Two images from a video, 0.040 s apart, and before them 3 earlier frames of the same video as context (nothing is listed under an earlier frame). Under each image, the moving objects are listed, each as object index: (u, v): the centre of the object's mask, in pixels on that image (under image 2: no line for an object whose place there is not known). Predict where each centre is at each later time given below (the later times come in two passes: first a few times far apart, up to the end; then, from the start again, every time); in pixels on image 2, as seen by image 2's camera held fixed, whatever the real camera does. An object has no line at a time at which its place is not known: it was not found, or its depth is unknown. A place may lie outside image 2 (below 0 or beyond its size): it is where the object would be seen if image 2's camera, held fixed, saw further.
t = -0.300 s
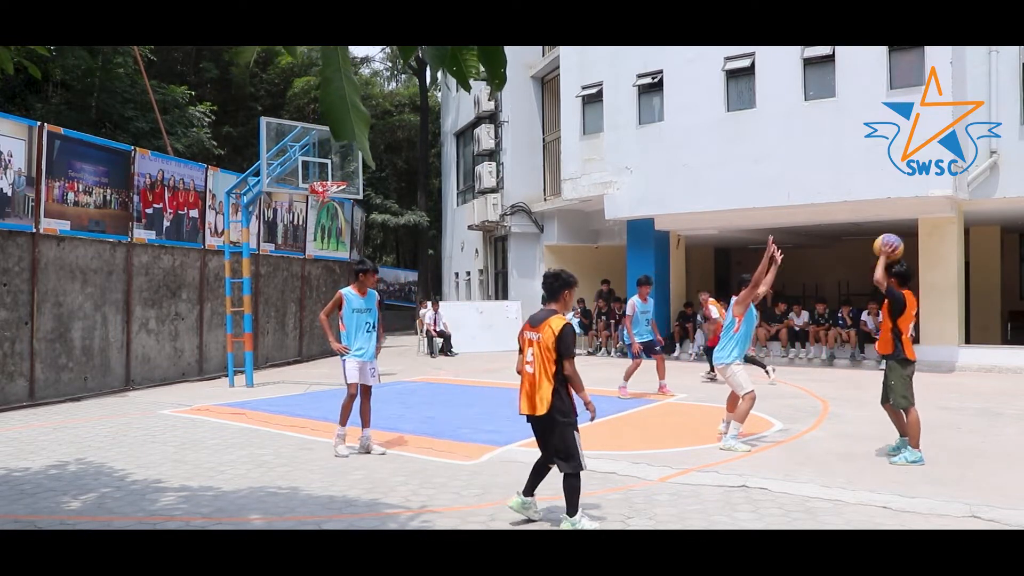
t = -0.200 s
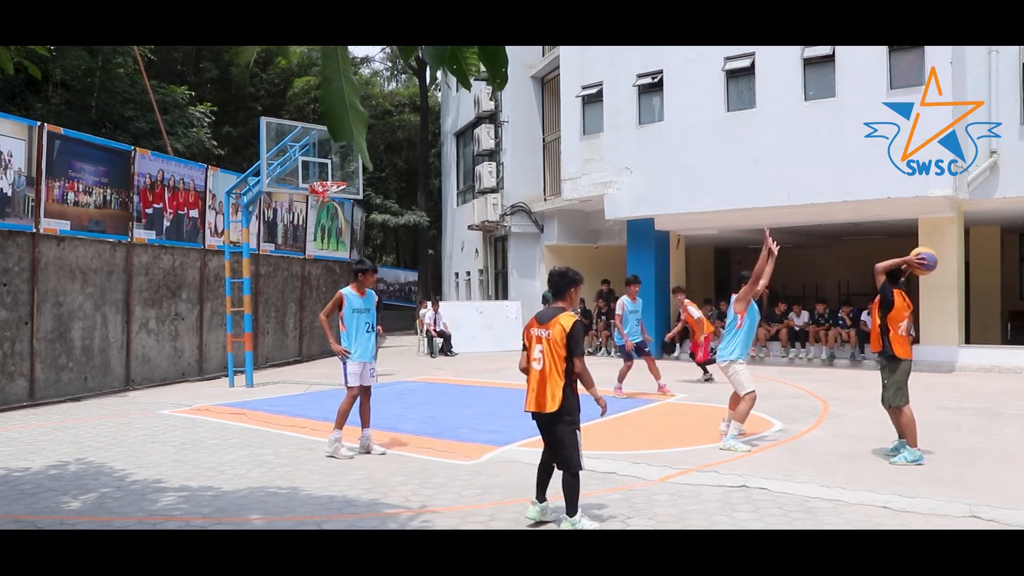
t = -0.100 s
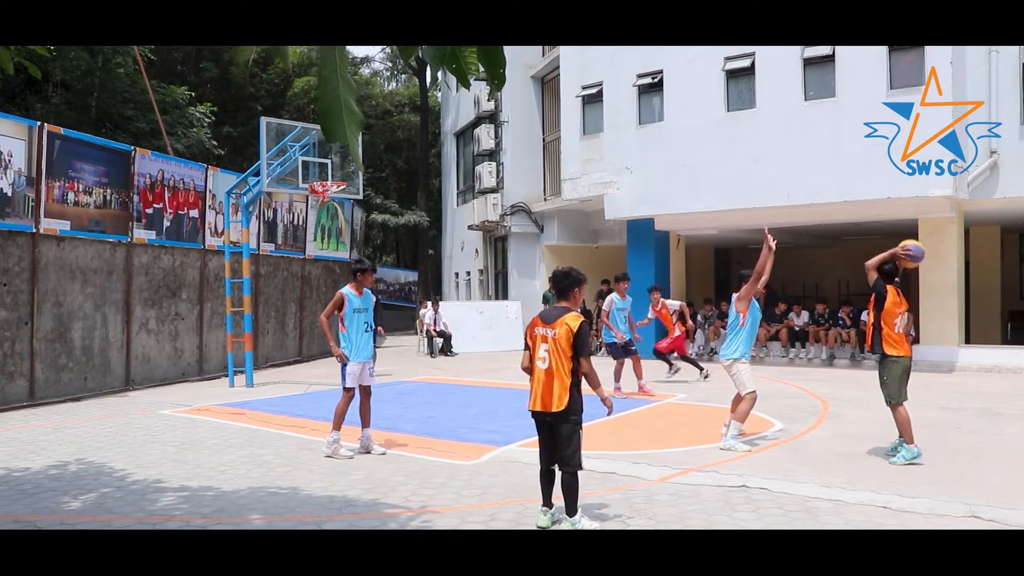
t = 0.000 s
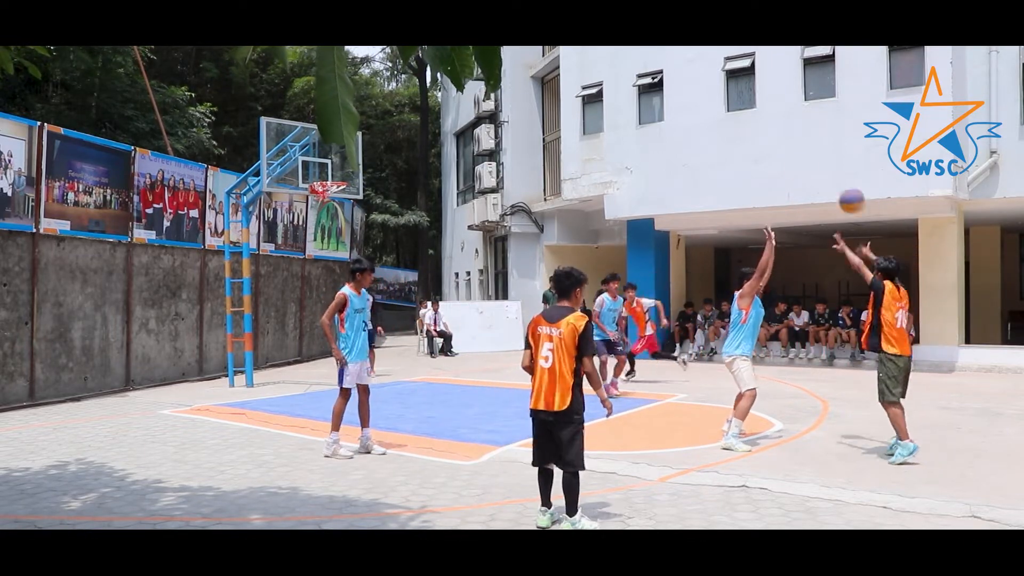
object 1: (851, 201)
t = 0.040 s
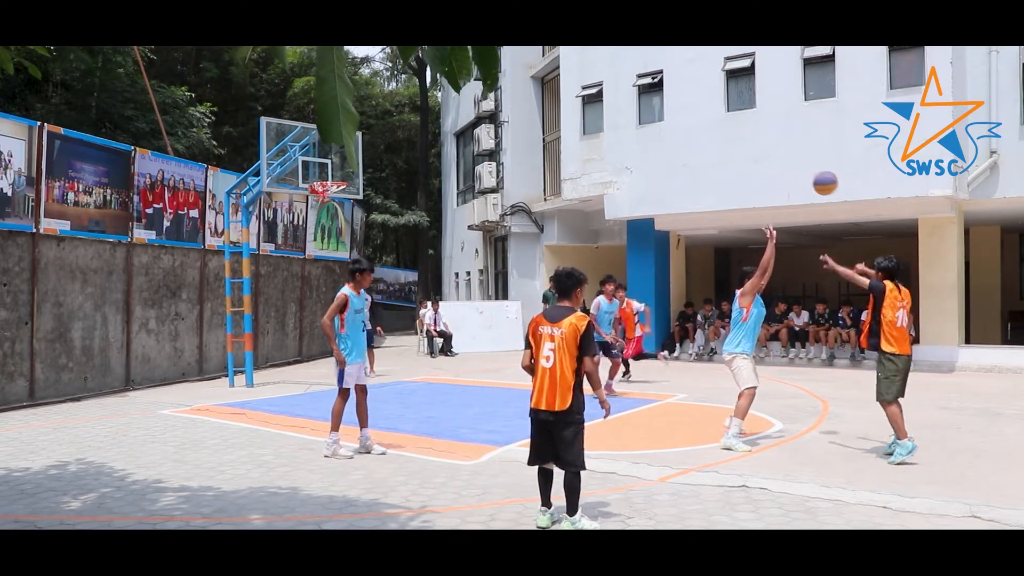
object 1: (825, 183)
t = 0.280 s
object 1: (693, 126)
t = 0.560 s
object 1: (581, 134)
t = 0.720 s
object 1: (531, 163)
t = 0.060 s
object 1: (812, 175)
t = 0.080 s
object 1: (800, 168)
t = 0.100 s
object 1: (788, 161)
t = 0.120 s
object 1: (776, 155)
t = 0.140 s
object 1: (765, 150)
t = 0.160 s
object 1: (754, 145)
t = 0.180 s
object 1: (743, 140)
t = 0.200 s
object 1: (732, 136)
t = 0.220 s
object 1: (722, 133)
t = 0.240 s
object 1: (712, 130)
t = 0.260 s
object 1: (702, 128)
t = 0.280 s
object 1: (693, 126)
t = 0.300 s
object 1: (683, 124)
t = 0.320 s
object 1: (674, 123)
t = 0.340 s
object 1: (665, 122)
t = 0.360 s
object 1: (657, 121)
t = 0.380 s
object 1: (648, 121)
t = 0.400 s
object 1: (640, 121)
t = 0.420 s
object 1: (632, 122)
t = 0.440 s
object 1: (624, 123)
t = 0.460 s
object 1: (617, 124)
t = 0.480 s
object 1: (609, 126)
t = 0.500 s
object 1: (602, 128)
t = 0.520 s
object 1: (595, 129)
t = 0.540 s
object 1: (588, 131)
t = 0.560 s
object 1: (581, 134)
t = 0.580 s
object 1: (574, 137)
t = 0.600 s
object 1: (569, 140)
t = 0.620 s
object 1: (561, 143)
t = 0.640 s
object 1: (554, 146)
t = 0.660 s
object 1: (548, 150)
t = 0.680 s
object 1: (543, 154)
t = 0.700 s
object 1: (537, 159)
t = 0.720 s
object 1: (531, 163)
